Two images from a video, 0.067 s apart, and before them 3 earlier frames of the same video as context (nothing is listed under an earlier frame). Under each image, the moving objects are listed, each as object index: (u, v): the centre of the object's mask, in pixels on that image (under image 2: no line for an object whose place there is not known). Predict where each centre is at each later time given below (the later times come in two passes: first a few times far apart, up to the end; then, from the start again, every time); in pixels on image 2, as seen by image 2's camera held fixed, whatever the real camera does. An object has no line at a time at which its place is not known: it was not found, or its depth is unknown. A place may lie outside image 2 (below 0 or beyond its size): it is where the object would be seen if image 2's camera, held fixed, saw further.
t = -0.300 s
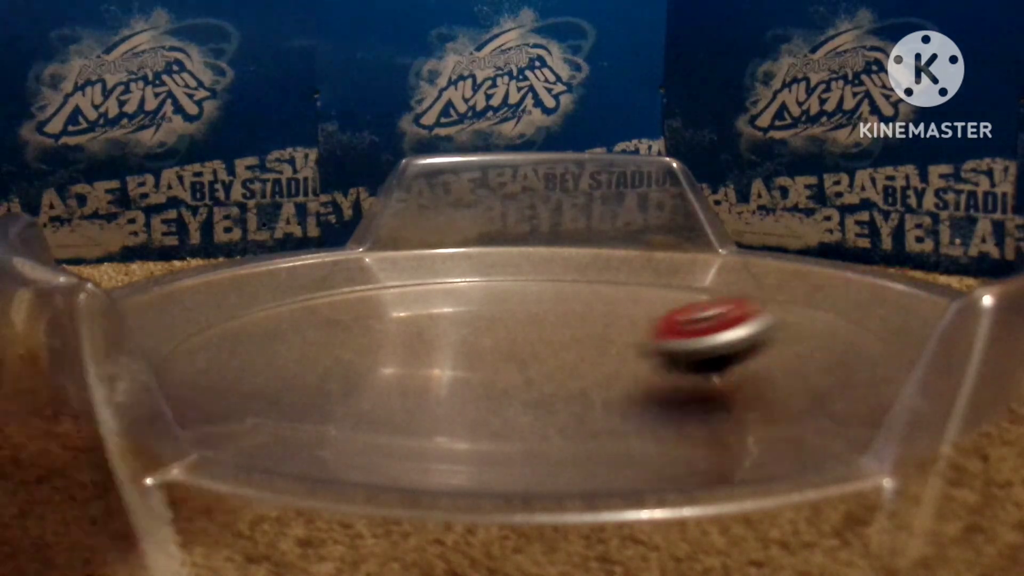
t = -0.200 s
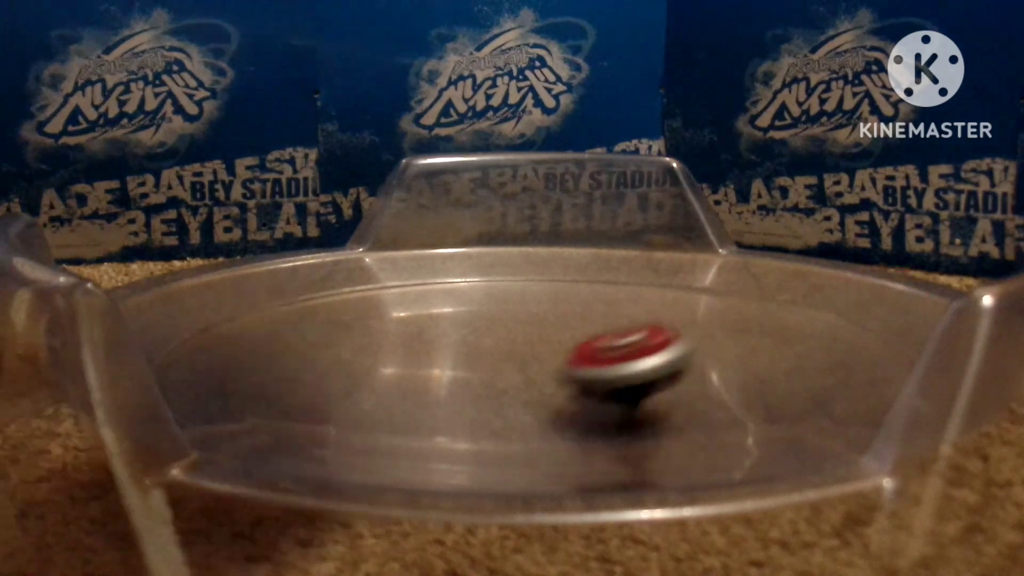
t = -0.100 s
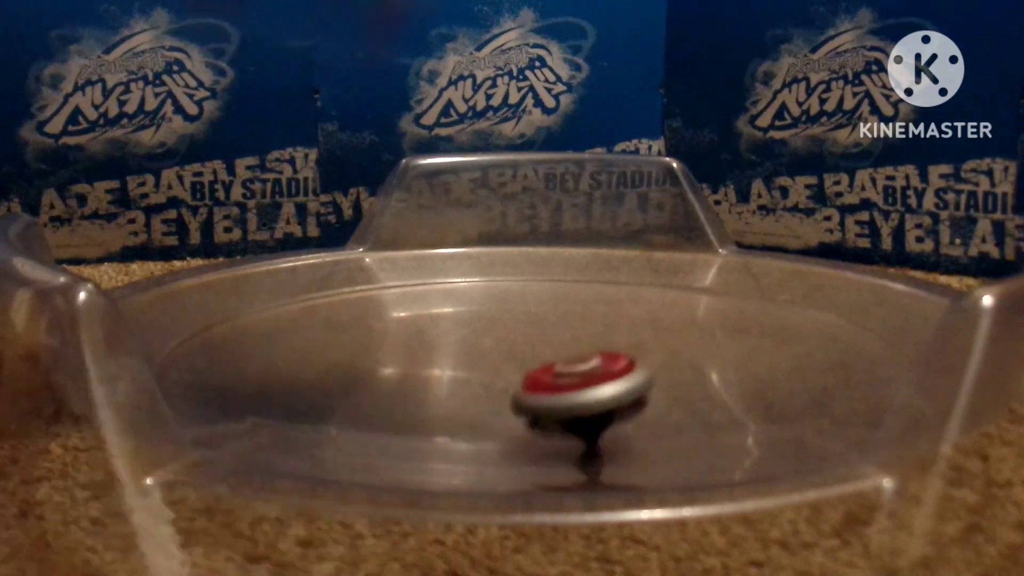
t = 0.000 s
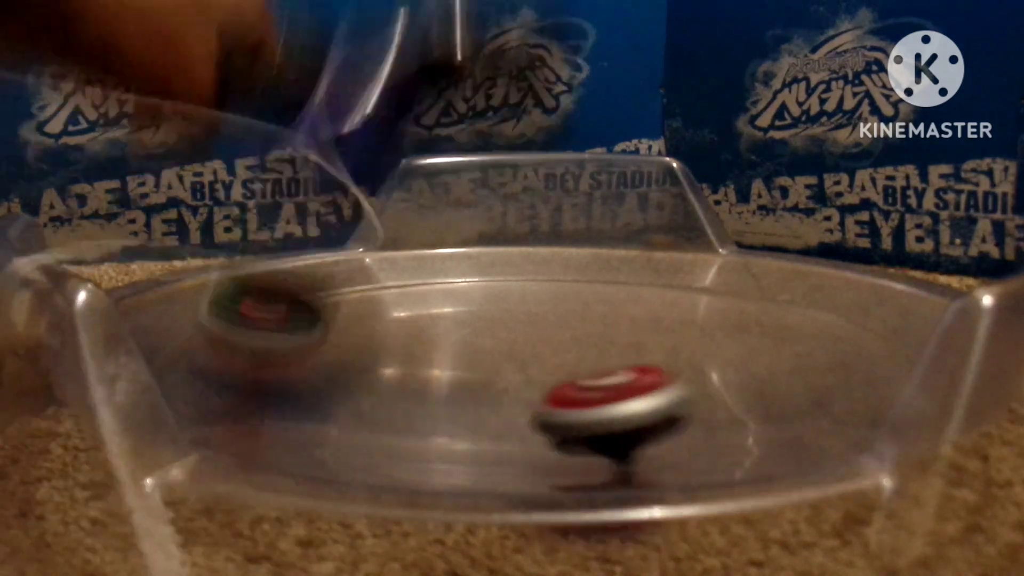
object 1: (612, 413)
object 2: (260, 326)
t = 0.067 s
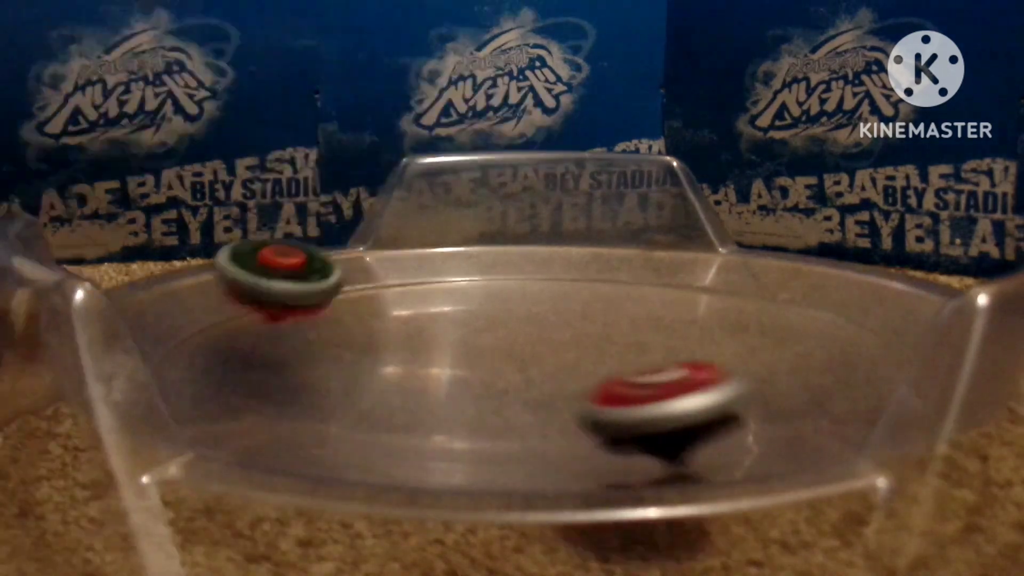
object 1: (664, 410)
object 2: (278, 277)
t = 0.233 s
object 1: (785, 397)
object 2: (376, 288)
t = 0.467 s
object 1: (809, 383)
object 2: (503, 327)
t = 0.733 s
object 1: (607, 390)
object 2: (615, 327)
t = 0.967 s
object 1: (391, 404)
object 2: (661, 304)
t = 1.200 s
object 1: (426, 420)
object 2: (636, 298)
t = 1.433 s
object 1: (523, 419)
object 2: (607, 325)
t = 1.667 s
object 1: (518, 395)
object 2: (639, 350)
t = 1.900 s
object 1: (308, 352)
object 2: (711, 350)
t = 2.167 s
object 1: (227, 365)
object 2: (738, 347)
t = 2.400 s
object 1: (401, 397)
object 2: (715, 355)
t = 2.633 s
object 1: (471, 350)
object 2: (688, 371)
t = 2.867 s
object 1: (337, 302)
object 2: (686, 385)
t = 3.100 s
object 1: (313, 341)
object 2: (692, 391)
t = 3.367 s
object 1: (518, 356)
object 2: (668, 397)
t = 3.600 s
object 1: (529, 298)
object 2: (621, 404)
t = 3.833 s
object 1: (449, 308)
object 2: (570, 409)
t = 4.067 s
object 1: (519, 344)
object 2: (522, 411)
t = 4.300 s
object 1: (624, 335)
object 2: (475, 408)
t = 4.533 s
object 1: (606, 323)
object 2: (431, 403)
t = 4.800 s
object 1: (620, 351)
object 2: (393, 394)
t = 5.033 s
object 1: (685, 350)
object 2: (374, 385)
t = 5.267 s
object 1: (658, 355)
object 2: (366, 375)
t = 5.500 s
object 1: (662, 376)
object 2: (366, 362)
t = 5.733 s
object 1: (680, 378)
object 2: (377, 351)
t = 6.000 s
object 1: (620, 392)
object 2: (405, 342)
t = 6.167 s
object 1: (609, 400)
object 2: (426, 336)
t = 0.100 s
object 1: (693, 407)
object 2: (288, 284)
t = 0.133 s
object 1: (721, 405)
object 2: (309, 287)
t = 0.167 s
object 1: (743, 403)
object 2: (330, 287)
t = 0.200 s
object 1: (765, 400)
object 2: (353, 286)
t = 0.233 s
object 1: (785, 397)
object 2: (376, 288)
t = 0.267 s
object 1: (801, 394)
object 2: (398, 293)
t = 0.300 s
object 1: (813, 391)
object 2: (418, 298)
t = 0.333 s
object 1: (818, 389)
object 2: (438, 304)
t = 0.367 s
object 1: (821, 387)
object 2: (454, 310)
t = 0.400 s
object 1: (820, 385)
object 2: (472, 317)
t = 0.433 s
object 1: (817, 385)
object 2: (488, 322)
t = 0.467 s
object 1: (809, 383)
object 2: (503, 327)
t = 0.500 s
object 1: (797, 382)
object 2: (518, 330)
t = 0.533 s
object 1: (783, 383)
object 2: (534, 333)
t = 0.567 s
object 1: (765, 383)
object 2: (549, 336)
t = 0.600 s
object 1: (741, 383)
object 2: (563, 338)
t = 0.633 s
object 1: (714, 383)
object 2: (577, 339)
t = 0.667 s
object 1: (676, 384)
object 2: (588, 335)
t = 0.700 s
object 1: (641, 385)
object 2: (600, 330)
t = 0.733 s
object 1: (607, 390)
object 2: (615, 327)
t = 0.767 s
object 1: (575, 389)
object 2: (628, 328)
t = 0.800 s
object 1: (536, 391)
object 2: (637, 326)
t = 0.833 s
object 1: (496, 395)
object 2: (646, 322)
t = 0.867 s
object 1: (463, 396)
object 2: (652, 318)
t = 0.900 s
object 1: (435, 402)
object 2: (657, 313)
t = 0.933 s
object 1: (410, 402)
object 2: (660, 308)
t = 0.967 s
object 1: (391, 404)
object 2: (661, 304)
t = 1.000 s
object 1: (380, 406)
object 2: (660, 301)
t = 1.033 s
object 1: (377, 409)
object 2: (658, 298)
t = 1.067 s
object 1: (380, 411)
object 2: (655, 296)
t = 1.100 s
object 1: (388, 414)
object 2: (651, 295)
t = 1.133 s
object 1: (399, 416)
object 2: (646, 295)
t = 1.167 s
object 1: (412, 418)
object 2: (641, 296)
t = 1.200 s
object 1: (426, 420)
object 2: (636, 298)
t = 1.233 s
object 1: (440, 421)
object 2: (630, 300)
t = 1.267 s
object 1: (453, 421)
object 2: (624, 303)
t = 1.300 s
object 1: (466, 422)
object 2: (620, 307)
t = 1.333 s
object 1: (481, 422)
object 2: (615, 311)
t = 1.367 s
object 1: (496, 422)
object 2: (611, 316)
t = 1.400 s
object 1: (510, 420)
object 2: (608, 320)
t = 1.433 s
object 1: (523, 419)
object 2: (607, 325)
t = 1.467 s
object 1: (538, 418)
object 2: (607, 331)
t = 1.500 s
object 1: (550, 416)
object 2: (609, 334)
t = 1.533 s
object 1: (558, 414)
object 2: (612, 338)
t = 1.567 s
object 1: (559, 411)
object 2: (618, 340)
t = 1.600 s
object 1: (552, 406)
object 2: (624, 343)
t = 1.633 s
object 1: (539, 400)
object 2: (632, 347)
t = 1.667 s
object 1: (518, 395)
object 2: (639, 350)
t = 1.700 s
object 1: (491, 388)
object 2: (649, 351)
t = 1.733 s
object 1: (462, 382)
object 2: (660, 352)
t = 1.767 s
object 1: (432, 371)
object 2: (671, 352)
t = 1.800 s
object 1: (397, 366)
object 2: (681, 352)
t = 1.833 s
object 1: (365, 359)
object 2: (692, 351)
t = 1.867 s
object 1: (334, 354)
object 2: (702, 351)
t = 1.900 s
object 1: (308, 352)
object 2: (711, 350)
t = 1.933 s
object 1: (283, 349)
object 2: (718, 349)
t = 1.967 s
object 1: (262, 349)
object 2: (725, 348)
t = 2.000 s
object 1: (244, 350)
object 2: (730, 347)
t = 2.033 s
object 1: (230, 352)
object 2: (734, 347)
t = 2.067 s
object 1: (221, 354)
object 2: (736, 346)
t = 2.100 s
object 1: (218, 358)
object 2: (738, 346)
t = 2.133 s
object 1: (220, 361)
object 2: (738, 346)
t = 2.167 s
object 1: (227, 365)
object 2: (738, 347)
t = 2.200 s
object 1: (239, 369)
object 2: (737, 347)
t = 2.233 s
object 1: (255, 373)
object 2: (735, 348)
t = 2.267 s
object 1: (277, 378)
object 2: (731, 349)
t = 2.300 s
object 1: (304, 384)
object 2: (728, 350)
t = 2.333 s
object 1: (336, 389)
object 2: (723, 352)
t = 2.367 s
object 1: (369, 393)
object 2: (719, 354)
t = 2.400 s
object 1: (401, 397)
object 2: (715, 355)
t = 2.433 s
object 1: (431, 396)
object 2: (710, 358)
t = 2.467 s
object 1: (454, 393)
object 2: (705, 360)
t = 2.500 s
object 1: (469, 385)
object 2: (701, 362)
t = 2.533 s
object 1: (478, 378)
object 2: (697, 364)
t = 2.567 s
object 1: (481, 369)
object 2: (693, 367)
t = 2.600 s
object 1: (478, 360)
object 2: (690, 369)
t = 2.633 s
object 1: (471, 350)
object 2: (688, 371)
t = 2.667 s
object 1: (459, 343)
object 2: (685, 374)
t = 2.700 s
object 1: (443, 329)
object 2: (683, 376)
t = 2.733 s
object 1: (424, 321)
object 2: (682, 378)
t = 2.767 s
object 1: (403, 314)
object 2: (682, 380)
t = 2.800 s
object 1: (381, 308)
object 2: (683, 382)
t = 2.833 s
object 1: (359, 305)
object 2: (685, 383)
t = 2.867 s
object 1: (337, 302)
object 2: (686, 385)
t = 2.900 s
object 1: (319, 304)
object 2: (688, 386)
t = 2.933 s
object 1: (304, 306)
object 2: (689, 387)
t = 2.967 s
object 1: (295, 311)
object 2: (690, 388)
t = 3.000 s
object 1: (291, 317)
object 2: (692, 389)
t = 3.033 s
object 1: (293, 325)
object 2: (692, 390)
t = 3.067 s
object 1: (300, 333)
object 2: (692, 390)
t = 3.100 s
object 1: (313, 341)
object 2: (692, 391)
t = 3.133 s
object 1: (331, 348)
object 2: (692, 392)
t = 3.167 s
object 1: (355, 356)
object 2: (691, 392)
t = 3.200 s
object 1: (381, 361)
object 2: (689, 393)
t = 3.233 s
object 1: (413, 365)
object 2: (686, 394)
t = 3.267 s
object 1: (444, 366)
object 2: (682, 395)
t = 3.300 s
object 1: (472, 366)
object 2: (678, 395)
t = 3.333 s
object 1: (498, 362)
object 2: (673, 396)
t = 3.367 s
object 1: (518, 356)
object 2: (668, 397)
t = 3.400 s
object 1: (536, 350)
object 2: (662, 398)
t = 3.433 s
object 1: (547, 341)
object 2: (656, 399)
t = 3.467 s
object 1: (553, 330)
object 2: (650, 400)
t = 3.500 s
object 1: (554, 321)
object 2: (643, 401)
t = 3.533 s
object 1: (550, 313)
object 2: (636, 402)
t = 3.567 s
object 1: (542, 305)
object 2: (629, 403)
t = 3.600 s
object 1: (529, 298)
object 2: (621, 404)
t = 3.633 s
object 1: (516, 294)
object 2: (614, 405)
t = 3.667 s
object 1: (500, 292)
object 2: (606, 406)
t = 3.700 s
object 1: (485, 291)
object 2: (599, 406)
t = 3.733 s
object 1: (472, 294)
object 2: (591, 407)
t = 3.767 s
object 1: (461, 297)
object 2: (584, 408)
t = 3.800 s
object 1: (453, 302)
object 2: (577, 408)
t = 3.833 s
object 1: (449, 308)
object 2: (570, 409)
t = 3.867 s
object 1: (448, 316)
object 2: (562, 409)
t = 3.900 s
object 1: (451, 323)
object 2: (555, 410)
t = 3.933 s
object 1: (459, 330)
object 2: (548, 410)
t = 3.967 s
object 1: (469, 336)
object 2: (541, 410)
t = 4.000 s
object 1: (483, 340)
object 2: (534, 410)
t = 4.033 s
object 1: (499, 342)
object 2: (525, 409)
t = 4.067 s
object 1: (519, 344)
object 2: (522, 411)
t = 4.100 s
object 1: (541, 344)
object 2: (517, 411)
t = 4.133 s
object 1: (561, 346)
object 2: (511, 410)
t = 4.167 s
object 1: (579, 346)
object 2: (505, 410)
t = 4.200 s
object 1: (594, 346)
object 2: (498, 409)
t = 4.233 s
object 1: (606, 352)
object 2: (490, 409)
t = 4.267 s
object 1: (618, 338)
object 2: (482, 409)
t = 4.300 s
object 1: (624, 335)
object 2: (475, 408)
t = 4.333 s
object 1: (627, 331)
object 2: (468, 407)
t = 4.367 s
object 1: (629, 327)
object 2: (462, 407)
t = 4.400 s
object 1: (629, 324)
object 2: (455, 406)
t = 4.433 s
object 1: (626, 322)
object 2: (448, 405)
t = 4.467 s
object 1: (621, 321)
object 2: (442, 404)
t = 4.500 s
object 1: (614, 321)
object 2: (436, 403)
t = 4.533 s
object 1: (606, 323)
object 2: (431, 403)
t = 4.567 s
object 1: (600, 326)
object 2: (425, 402)
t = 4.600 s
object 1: (595, 329)
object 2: (420, 401)
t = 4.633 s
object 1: (593, 333)
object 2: (415, 400)
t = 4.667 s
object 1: (594, 336)
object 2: (411, 399)
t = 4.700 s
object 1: (598, 340)
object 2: (406, 398)
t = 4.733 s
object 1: (604, 344)
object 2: (401, 396)
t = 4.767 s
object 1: (612, 348)
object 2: (397, 395)
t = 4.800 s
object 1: (620, 351)
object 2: (393, 394)
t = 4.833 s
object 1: (632, 353)
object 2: (389, 393)
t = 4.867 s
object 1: (642, 353)
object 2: (385, 391)
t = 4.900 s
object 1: (654, 353)
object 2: (382, 390)
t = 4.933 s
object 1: (664, 354)
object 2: (380, 389)
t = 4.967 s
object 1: (673, 353)
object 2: (377, 388)
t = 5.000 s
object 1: (680, 352)
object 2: (375, 386)
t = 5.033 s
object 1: (685, 350)
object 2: (374, 385)
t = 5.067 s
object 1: (688, 349)
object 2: (372, 384)
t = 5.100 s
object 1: (687, 348)
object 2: (371, 382)
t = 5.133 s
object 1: (682, 348)
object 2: (369, 381)
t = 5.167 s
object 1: (675, 348)
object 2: (368, 380)
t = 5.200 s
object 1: (669, 350)
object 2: (368, 378)
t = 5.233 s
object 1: (662, 352)
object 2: (367, 376)
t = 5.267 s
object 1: (658, 355)
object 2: (366, 375)
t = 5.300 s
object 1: (654, 358)
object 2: (366, 372)
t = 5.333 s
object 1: (653, 361)
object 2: (365, 370)
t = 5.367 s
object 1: (652, 365)
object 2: (365, 369)
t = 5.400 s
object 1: (652, 369)
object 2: (364, 367)
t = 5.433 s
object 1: (654, 372)
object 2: (364, 365)
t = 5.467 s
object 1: (658, 374)
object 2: (365, 364)
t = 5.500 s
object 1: (662, 376)
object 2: (366, 362)
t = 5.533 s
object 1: (668, 378)
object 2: (367, 360)
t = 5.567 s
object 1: (674, 379)
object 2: (368, 359)
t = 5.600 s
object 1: (679, 379)
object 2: (370, 357)
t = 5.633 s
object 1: (682, 379)
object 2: (371, 356)
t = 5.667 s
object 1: (684, 378)
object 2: (373, 354)
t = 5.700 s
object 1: (683, 378)
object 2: (375, 353)
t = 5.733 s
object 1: (680, 378)
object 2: (377, 351)
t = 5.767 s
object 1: (675, 378)
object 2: (380, 349)
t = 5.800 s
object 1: (667, 379)
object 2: (382, 348)
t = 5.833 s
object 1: (660, 380)
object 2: (385, 347)
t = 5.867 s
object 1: (652, 382)
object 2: (389, 346)
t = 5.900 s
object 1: (643, 384)
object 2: (393, 345)
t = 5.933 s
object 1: (635, 386)
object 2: (397, 344)
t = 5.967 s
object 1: (627, 389)
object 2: (401, 343)
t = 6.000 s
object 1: (620, 392)
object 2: (405, 342)
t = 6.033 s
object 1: (615, 394)
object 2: (409, 341)
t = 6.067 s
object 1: (612, 397)
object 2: (414, 340)
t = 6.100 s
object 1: (610, 398)
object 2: (418, 339)
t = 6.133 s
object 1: (609, 400)
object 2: (422, 337)
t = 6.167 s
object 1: (609, 400)
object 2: (426, 336)
